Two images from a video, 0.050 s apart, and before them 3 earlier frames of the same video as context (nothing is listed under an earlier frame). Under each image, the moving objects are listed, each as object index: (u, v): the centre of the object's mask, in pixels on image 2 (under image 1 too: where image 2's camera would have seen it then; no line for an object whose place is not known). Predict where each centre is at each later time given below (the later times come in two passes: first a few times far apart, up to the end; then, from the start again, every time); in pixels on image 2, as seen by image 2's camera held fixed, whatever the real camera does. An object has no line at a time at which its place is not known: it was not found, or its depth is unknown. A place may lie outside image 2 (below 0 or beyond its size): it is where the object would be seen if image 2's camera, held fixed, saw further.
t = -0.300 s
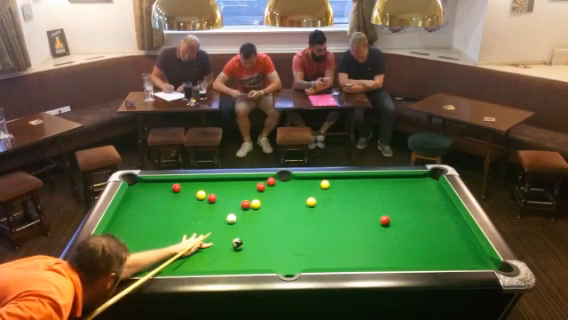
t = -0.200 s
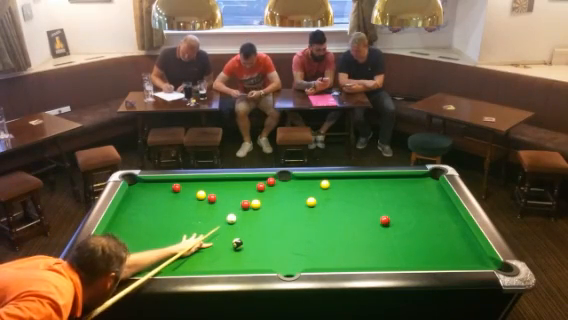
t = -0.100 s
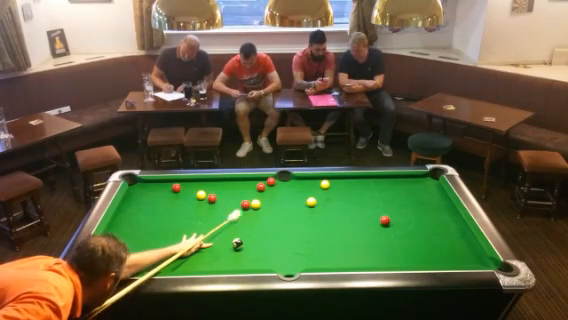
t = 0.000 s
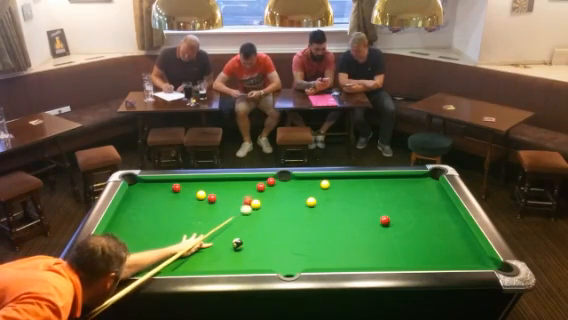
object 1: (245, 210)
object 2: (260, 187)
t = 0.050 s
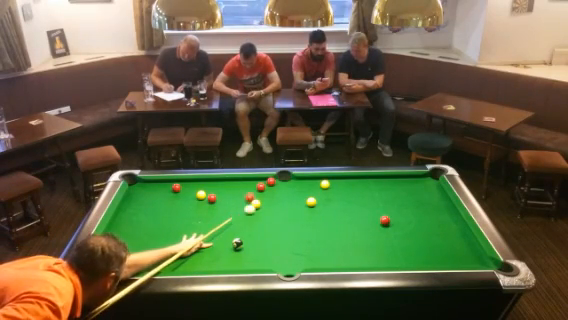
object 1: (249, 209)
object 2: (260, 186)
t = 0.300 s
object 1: (267, 207)
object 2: (265, 185)
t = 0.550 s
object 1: (284, 206)
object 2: (269, 184)
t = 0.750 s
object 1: (297, 205)
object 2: (271, 184)
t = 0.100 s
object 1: (253, 209)
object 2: (260, 187)
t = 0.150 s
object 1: (257, 210)
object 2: (260, 187)
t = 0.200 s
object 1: (261, 208)
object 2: (261, 186)
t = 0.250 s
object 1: (264, 208)
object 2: (264, 185)
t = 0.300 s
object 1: (267, 207)
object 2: (265, 185)
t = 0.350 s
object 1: (271, 207)
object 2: (266, 185)
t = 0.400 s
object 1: (274, 207)
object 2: (267, 184)
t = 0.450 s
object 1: (278, 206)
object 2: (268, 184)
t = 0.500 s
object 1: (281, 206)
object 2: (268, 184)
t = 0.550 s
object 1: (284, 206)
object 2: (269, 184)
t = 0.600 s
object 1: (288, 205)
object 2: (269, 184)
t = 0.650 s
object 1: (291, 205)
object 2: (270, 184)
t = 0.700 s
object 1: (294, 205)
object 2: (270, 184)
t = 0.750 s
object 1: (297, 205)
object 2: (271, 184)
